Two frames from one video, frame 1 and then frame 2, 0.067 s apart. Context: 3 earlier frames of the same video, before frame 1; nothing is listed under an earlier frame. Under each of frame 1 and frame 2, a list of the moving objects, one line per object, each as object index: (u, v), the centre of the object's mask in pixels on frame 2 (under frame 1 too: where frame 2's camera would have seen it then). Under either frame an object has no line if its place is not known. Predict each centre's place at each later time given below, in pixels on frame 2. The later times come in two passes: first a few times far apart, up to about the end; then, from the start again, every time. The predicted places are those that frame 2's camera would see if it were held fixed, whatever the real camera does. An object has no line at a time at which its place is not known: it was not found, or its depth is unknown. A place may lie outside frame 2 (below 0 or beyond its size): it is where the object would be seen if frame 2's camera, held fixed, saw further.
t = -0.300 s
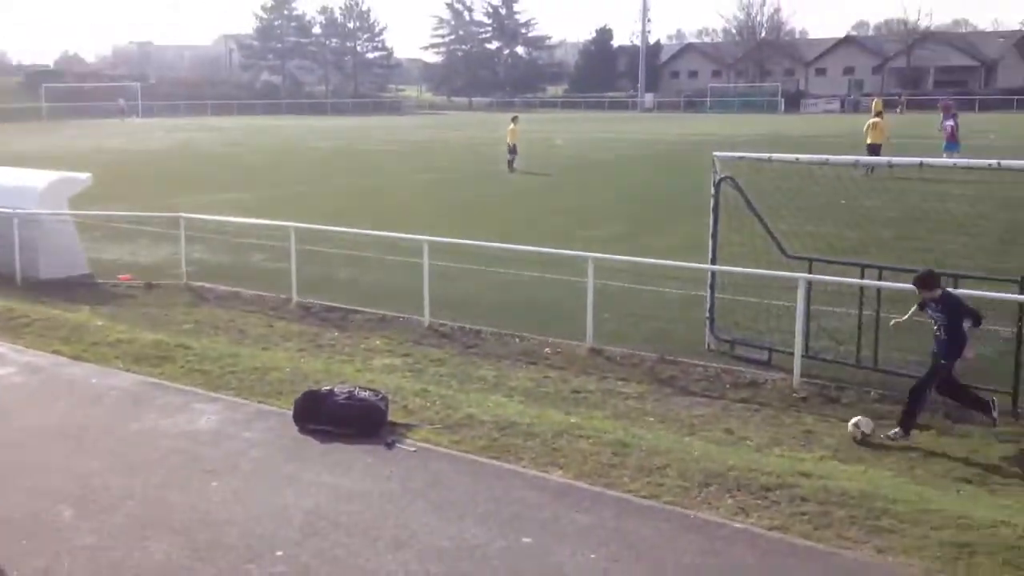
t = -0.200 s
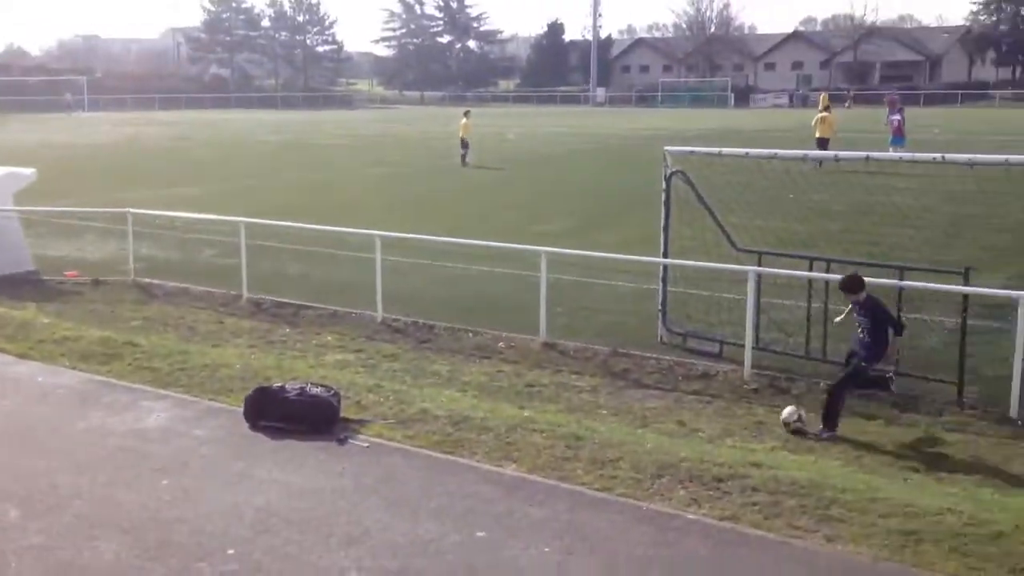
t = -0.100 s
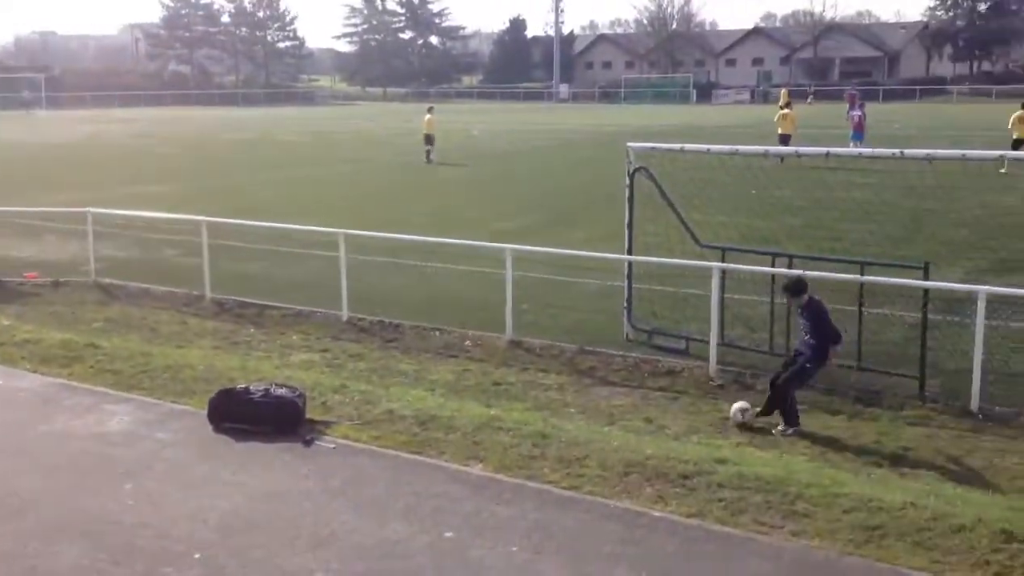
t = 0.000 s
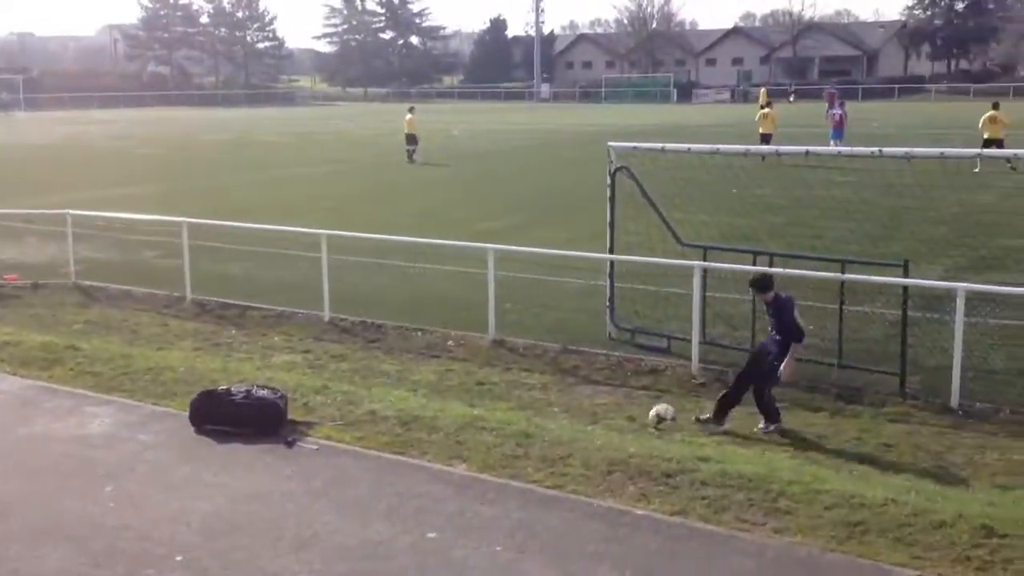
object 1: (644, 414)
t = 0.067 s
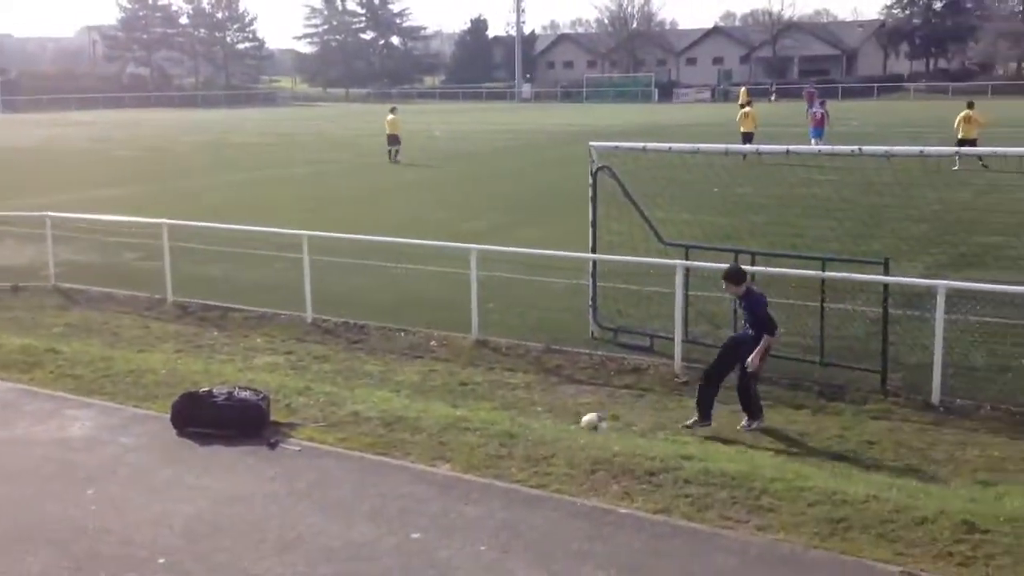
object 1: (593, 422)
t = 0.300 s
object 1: (425, 389)
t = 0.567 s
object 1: (244, 355)
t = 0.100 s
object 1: (568, 420)
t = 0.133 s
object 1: (547, 414)
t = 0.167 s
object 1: (523, 406)
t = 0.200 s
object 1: (497, 402)
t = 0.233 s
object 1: (472, 400)
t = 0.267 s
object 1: (448, 396)
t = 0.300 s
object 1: (425, 389)
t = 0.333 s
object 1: (404, 382)
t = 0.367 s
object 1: (383, 374)
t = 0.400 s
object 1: (362, 367)
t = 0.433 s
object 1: (339, 361)
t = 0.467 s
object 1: (317, 356)
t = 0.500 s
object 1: (294, 353)
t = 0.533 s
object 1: (269, 353)
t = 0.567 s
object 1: (244, 355)
